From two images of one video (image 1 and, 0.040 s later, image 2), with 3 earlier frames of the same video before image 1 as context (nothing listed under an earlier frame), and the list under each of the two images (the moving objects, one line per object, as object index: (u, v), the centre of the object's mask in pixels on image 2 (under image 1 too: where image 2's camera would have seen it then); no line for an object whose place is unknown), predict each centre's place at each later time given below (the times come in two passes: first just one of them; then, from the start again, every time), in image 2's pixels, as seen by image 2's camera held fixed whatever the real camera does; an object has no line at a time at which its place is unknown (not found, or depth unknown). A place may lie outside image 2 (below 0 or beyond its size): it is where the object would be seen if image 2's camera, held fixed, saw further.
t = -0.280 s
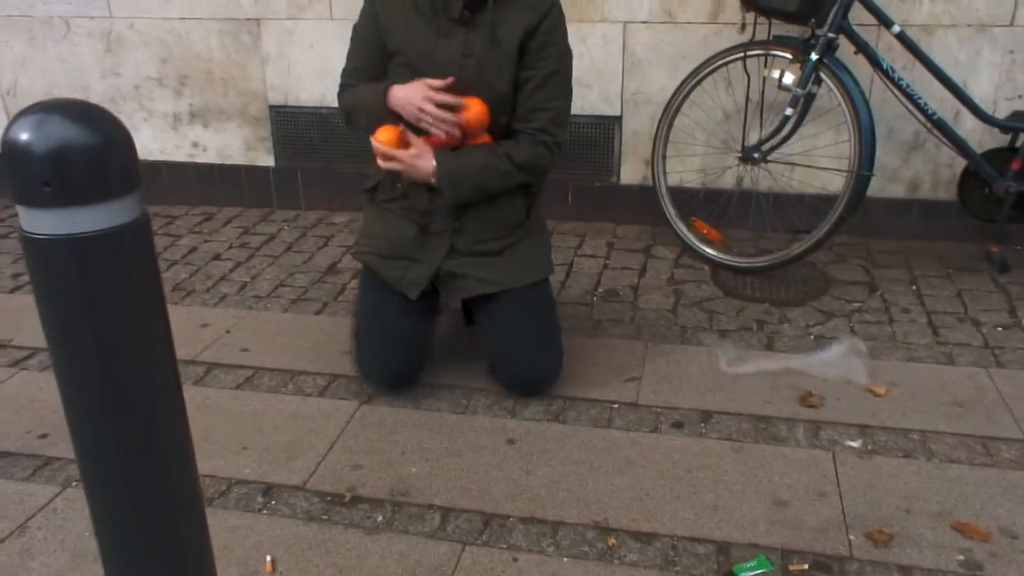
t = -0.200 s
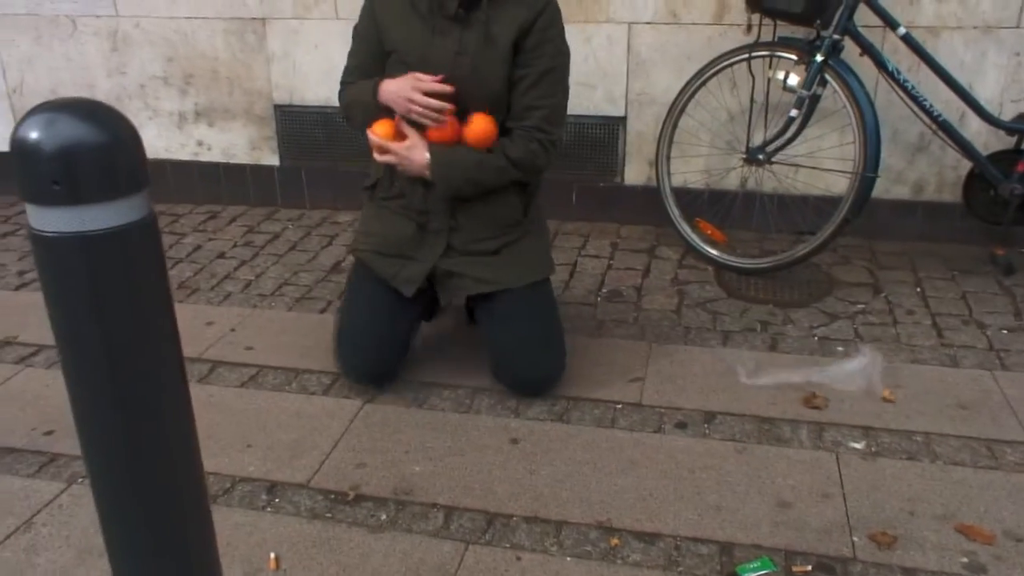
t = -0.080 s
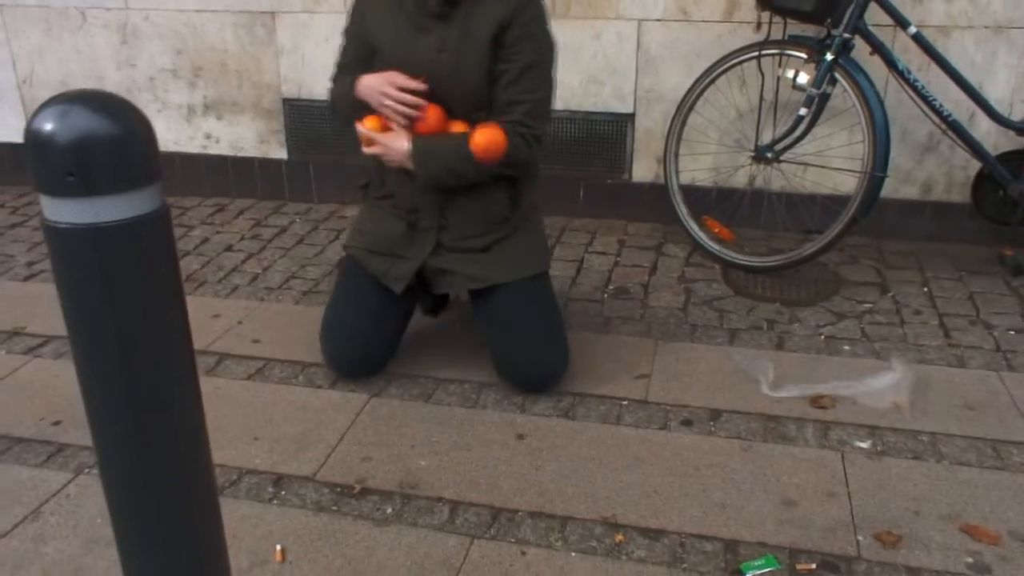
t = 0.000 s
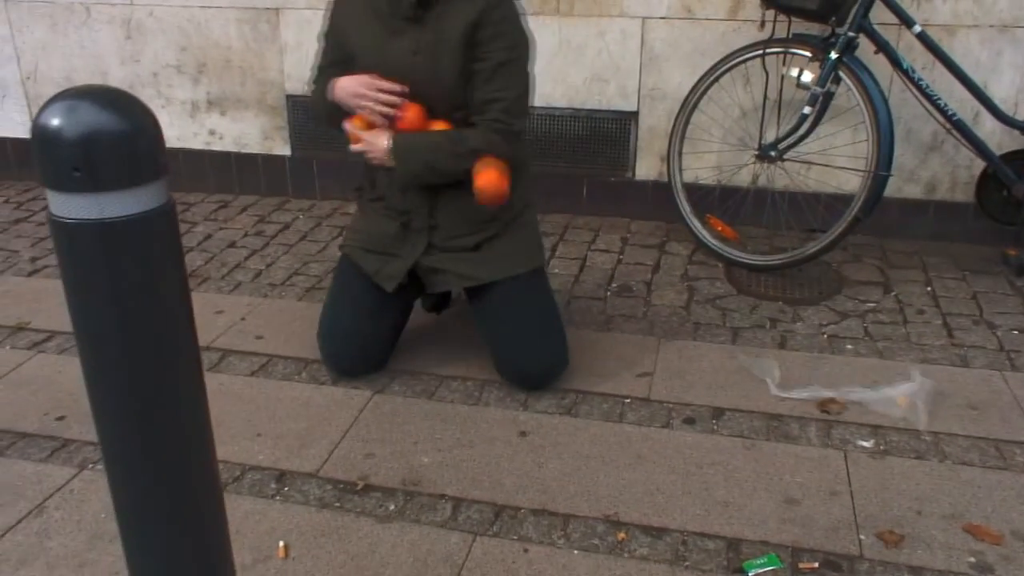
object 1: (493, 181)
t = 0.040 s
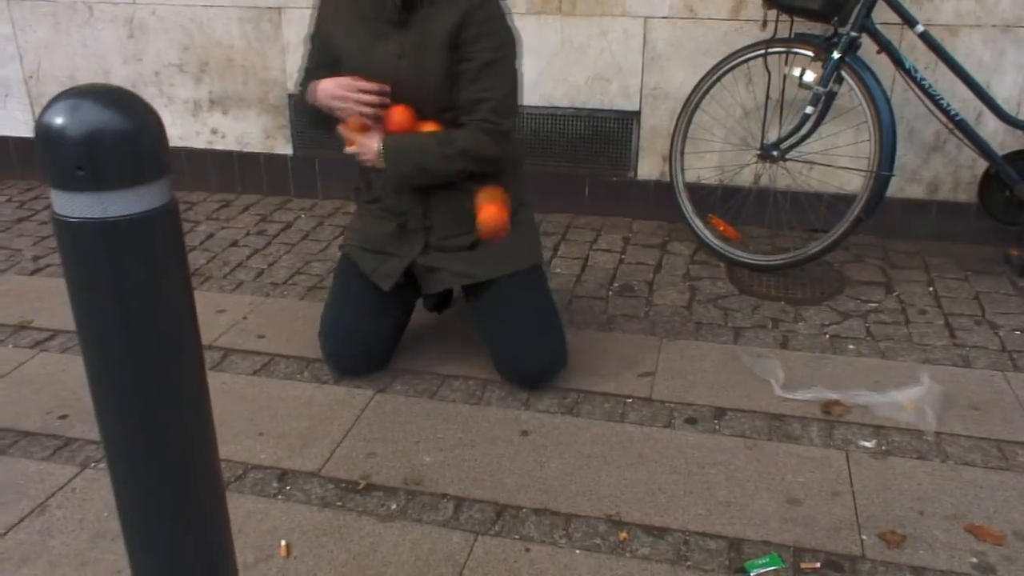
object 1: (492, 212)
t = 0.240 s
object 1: (490, 396)
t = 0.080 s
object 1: (492, 254)
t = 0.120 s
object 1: (491, 303)
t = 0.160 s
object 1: (491, 357)
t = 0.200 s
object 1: (491, 404)
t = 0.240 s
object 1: (490, 396)
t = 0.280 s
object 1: (488, 390)
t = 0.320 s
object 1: (487, 390)
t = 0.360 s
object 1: (485, 395)
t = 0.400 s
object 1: (483, 408)
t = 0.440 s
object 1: (482, 431)
